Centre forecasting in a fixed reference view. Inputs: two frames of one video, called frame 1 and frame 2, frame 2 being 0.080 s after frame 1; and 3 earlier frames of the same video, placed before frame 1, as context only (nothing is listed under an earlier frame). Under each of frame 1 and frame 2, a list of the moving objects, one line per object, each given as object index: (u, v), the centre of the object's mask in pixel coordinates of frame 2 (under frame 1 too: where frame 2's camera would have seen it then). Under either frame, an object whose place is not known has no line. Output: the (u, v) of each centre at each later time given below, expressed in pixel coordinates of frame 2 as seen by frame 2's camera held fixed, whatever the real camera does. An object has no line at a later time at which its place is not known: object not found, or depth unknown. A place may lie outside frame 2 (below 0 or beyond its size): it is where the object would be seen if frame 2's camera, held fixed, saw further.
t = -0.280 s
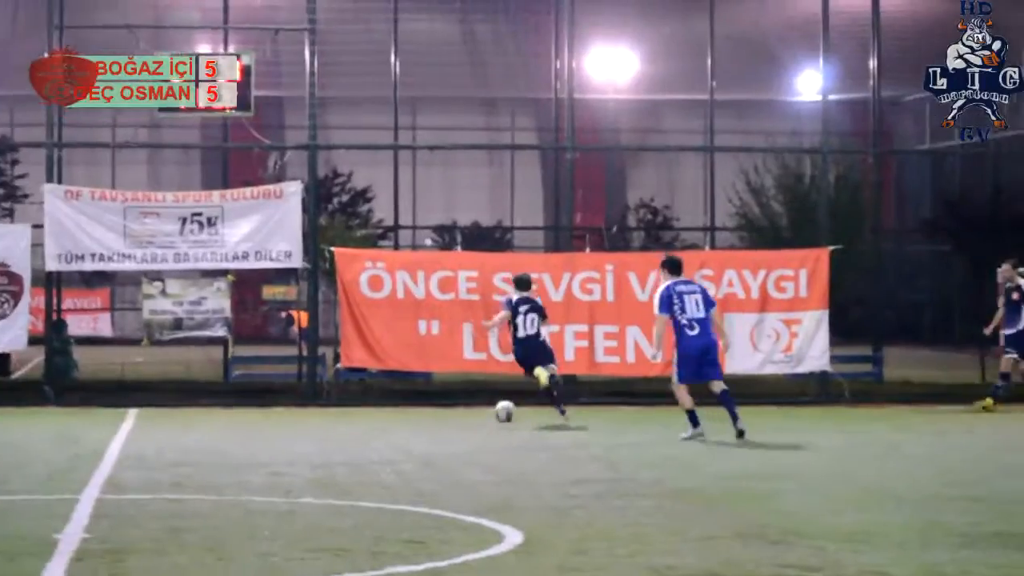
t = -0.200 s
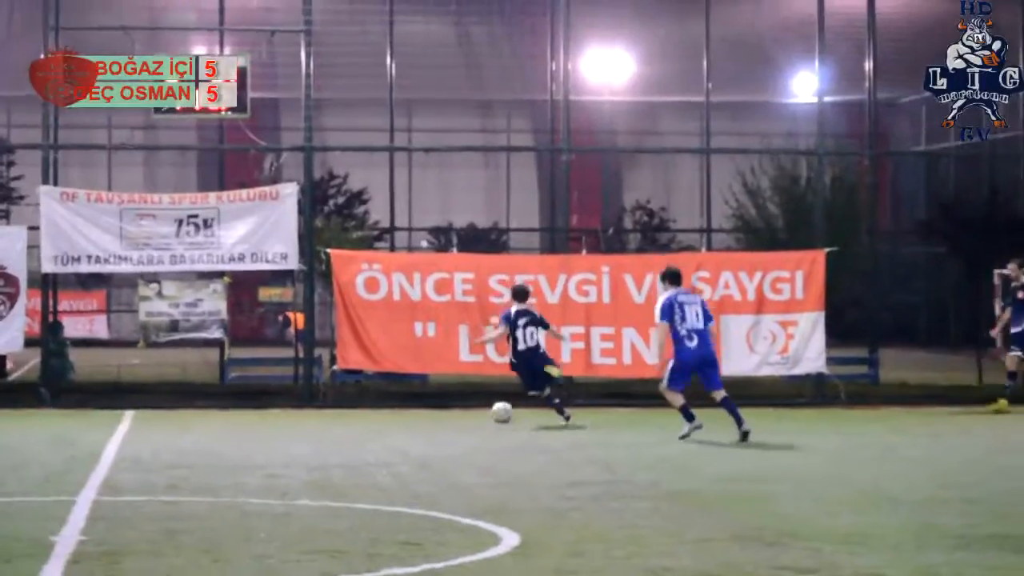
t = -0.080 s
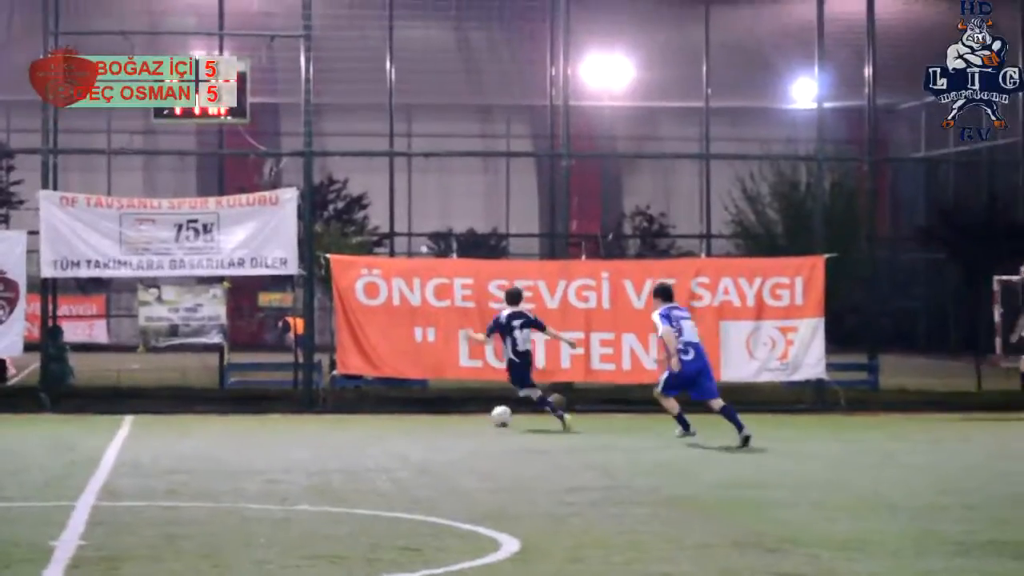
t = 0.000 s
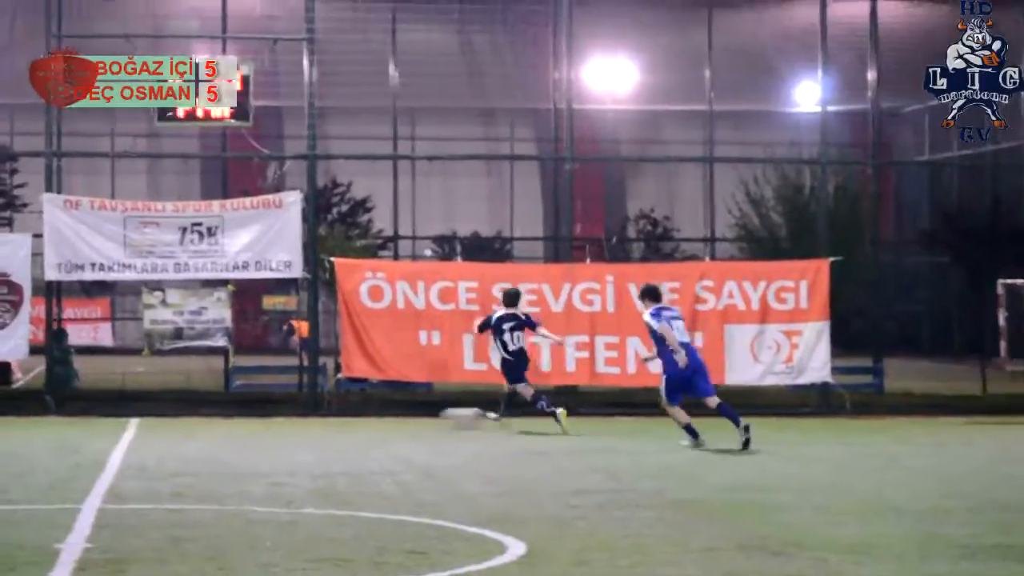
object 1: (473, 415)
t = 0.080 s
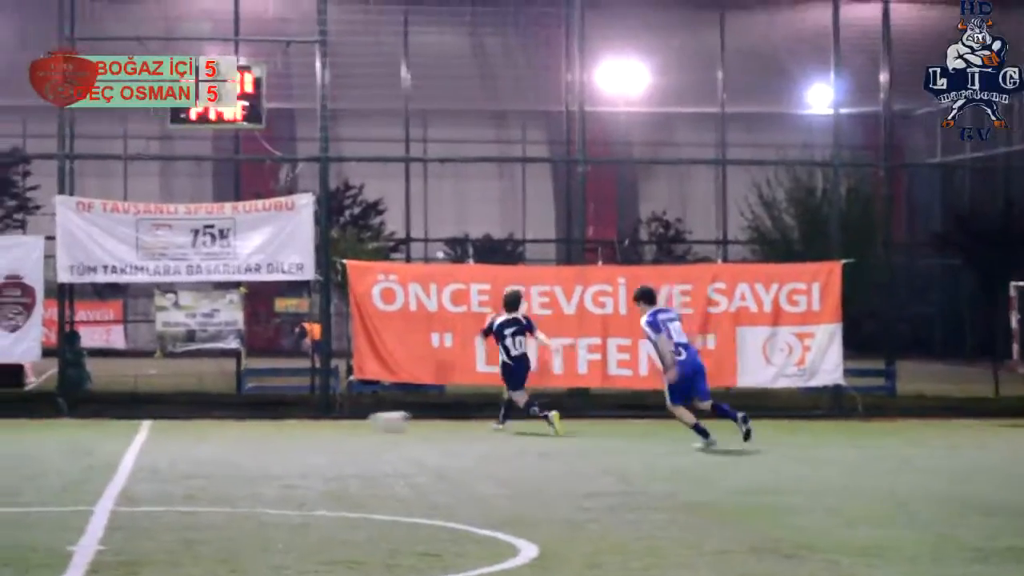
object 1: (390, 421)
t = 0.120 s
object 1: (351, 420)
